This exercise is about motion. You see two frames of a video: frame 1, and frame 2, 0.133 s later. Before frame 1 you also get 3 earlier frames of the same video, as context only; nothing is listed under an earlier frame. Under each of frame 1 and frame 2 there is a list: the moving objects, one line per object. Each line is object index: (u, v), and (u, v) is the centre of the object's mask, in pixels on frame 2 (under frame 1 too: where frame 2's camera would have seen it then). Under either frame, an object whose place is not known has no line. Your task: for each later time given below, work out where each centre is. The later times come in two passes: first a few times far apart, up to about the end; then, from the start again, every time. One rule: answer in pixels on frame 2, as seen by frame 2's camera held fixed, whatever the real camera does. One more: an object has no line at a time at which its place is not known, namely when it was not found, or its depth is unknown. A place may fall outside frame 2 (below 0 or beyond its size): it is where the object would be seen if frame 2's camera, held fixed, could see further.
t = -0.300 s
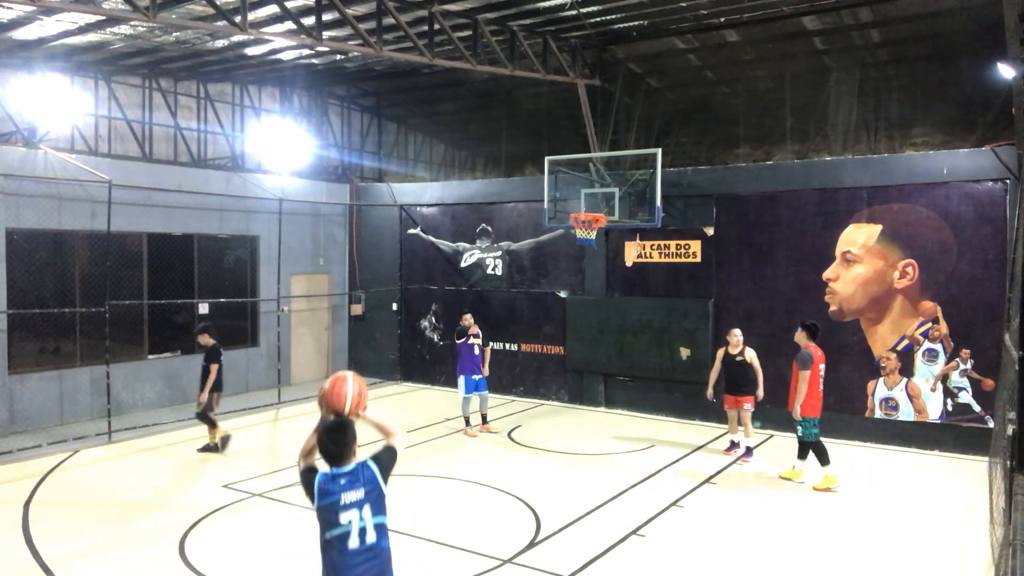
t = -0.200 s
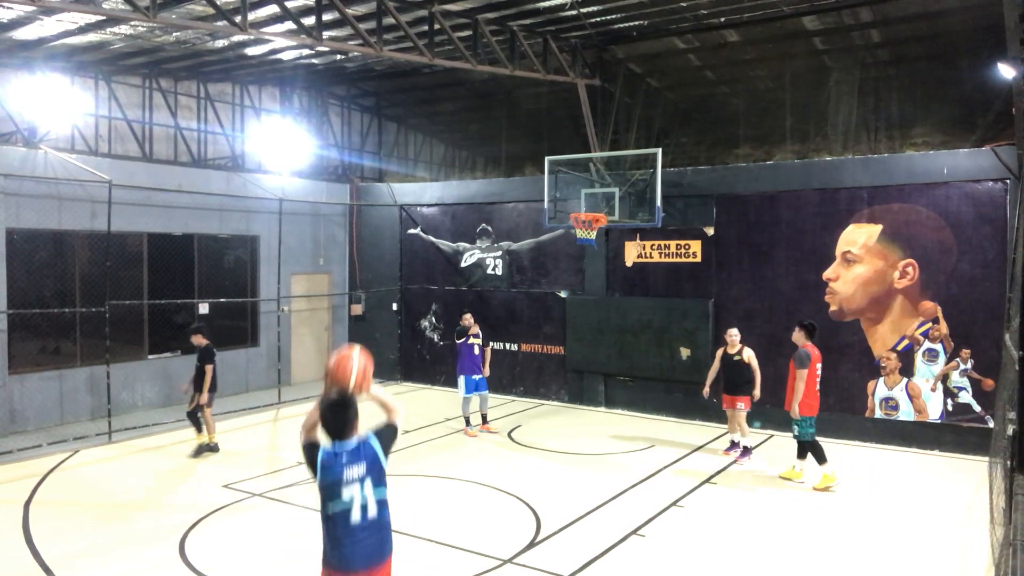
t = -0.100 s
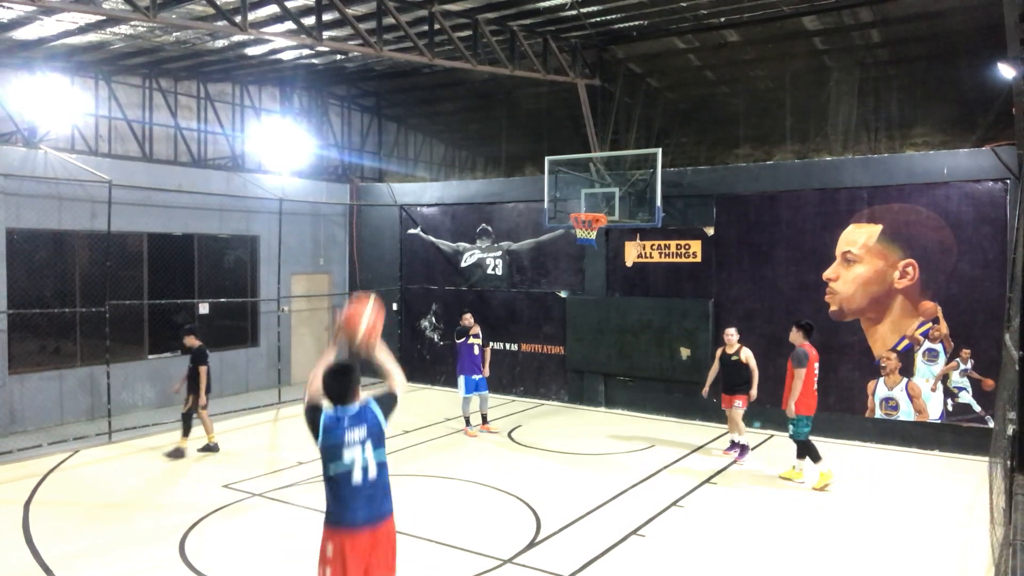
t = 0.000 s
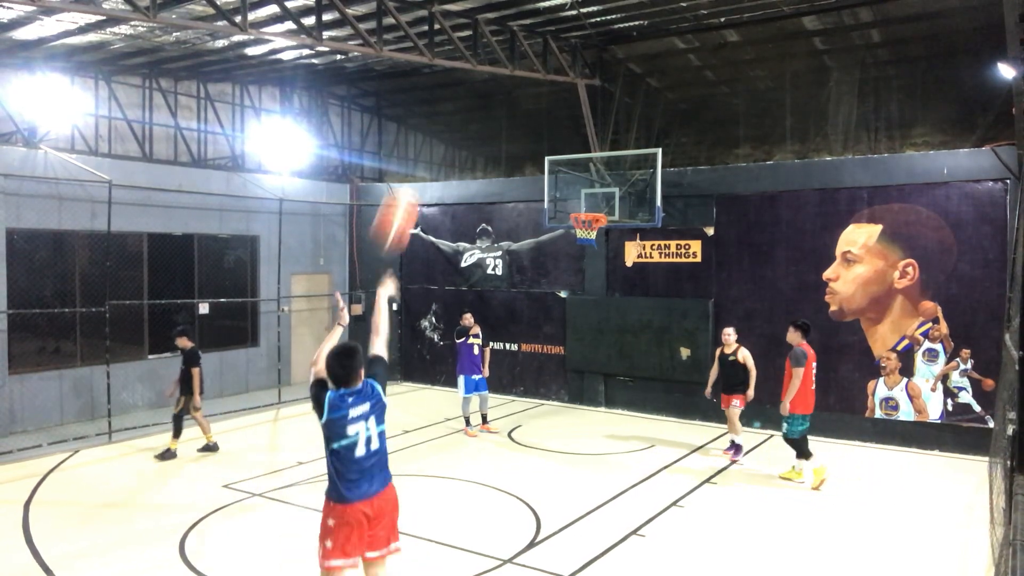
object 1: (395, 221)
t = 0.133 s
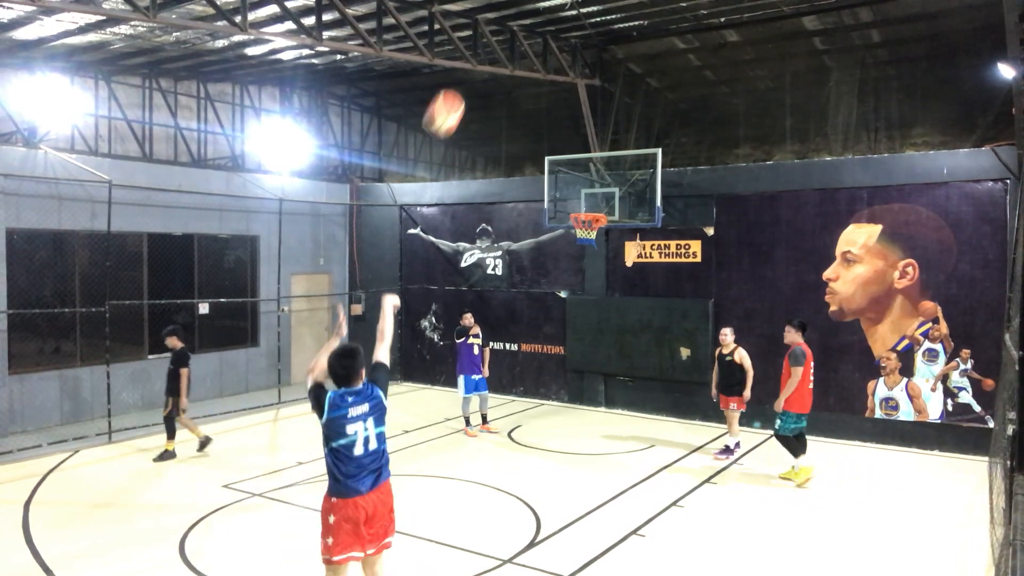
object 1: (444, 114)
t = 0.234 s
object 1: (472, 68)
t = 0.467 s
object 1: (521, 29)
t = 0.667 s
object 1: (550, 45)
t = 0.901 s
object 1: (574, 100)
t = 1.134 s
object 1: (592, 177)
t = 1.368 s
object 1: (588, 174)
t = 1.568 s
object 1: (575, 153)
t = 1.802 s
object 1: (559, 165)
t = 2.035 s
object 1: (541, 217)
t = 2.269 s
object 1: (522, 310)
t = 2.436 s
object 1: (508, 400)
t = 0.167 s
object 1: (454, 96)
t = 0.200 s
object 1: (463, 81)
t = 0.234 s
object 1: (472, 68)
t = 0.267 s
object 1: (481, 57)
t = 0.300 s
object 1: (489, 47)
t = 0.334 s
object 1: (496, 42)
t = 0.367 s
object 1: (503, 36)
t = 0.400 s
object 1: (510, 32)
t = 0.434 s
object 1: (515, 30)
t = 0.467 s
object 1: (521, 29)
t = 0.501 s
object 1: (527, 29)
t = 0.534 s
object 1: (532, 30)
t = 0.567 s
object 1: (537, 32)
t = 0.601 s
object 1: (541, 36)
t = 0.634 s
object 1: (546, 40)
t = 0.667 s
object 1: (550, 45)
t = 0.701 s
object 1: (554, 51)
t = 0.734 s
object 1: (558, 57)
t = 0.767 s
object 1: (561, 64)
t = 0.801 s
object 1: (565, 72)
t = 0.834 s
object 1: (568, 81)
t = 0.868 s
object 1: (572, 90)
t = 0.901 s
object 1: (574, 100)
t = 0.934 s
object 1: (578, 109)
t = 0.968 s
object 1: (580, 120)
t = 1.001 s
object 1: (583, 131)
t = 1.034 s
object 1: (585, 141)
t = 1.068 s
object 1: (588, 154)
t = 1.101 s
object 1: (590, 166)
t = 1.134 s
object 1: (592, 177)
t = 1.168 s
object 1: (594, 190)
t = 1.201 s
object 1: (596, 202)
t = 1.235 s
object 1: (597, 203)
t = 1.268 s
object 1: (594, 195)
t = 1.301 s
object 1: (592, 188)
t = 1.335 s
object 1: (590, 180)
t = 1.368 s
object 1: (588, 174)
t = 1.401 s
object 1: (586, 169)
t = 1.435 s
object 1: (584, 165)
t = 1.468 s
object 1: (582, 161)
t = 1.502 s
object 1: (579, 157)
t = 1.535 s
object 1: (577, 155)
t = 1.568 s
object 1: (575, 153)
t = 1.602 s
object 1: (573, 152)
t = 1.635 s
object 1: (570, 153)
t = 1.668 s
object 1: (568, 153)
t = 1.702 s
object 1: (566, 154)
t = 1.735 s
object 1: (564, 157)
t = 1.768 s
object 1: (562, 160)
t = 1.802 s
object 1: (559, 165)
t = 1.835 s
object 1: (557, 170)
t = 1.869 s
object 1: (554, 175)
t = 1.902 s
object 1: (552, 181)
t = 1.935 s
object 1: (550, 189)
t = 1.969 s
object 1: (547, 198)
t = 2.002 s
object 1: (545, 206)
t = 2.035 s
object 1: (541, 217)
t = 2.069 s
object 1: (539, 227)
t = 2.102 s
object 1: (536, 239)
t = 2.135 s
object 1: (533, 254)
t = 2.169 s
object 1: (530, 266)
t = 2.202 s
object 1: (528, 279)
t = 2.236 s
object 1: (525, 294)
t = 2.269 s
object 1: (522, 310)
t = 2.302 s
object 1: (520, 326)
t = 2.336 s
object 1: (517, 343)
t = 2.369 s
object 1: (514, 365)
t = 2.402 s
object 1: (511, 380)
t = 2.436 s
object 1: (508, 400)
